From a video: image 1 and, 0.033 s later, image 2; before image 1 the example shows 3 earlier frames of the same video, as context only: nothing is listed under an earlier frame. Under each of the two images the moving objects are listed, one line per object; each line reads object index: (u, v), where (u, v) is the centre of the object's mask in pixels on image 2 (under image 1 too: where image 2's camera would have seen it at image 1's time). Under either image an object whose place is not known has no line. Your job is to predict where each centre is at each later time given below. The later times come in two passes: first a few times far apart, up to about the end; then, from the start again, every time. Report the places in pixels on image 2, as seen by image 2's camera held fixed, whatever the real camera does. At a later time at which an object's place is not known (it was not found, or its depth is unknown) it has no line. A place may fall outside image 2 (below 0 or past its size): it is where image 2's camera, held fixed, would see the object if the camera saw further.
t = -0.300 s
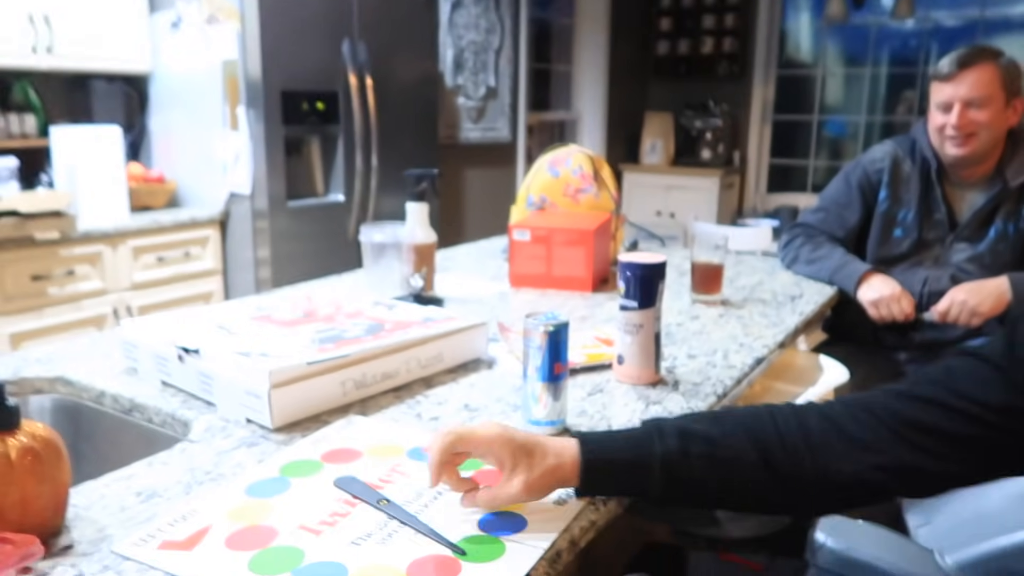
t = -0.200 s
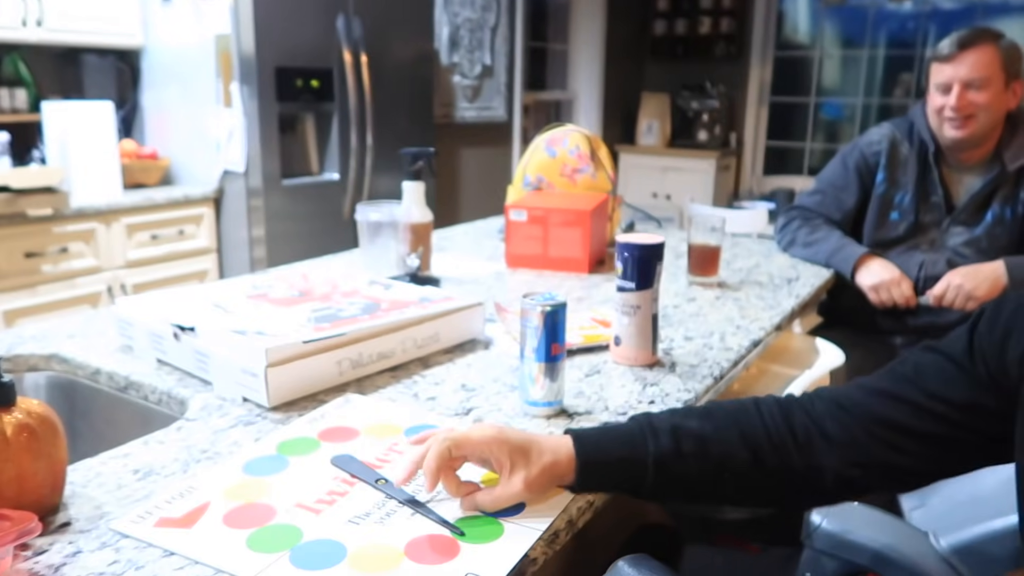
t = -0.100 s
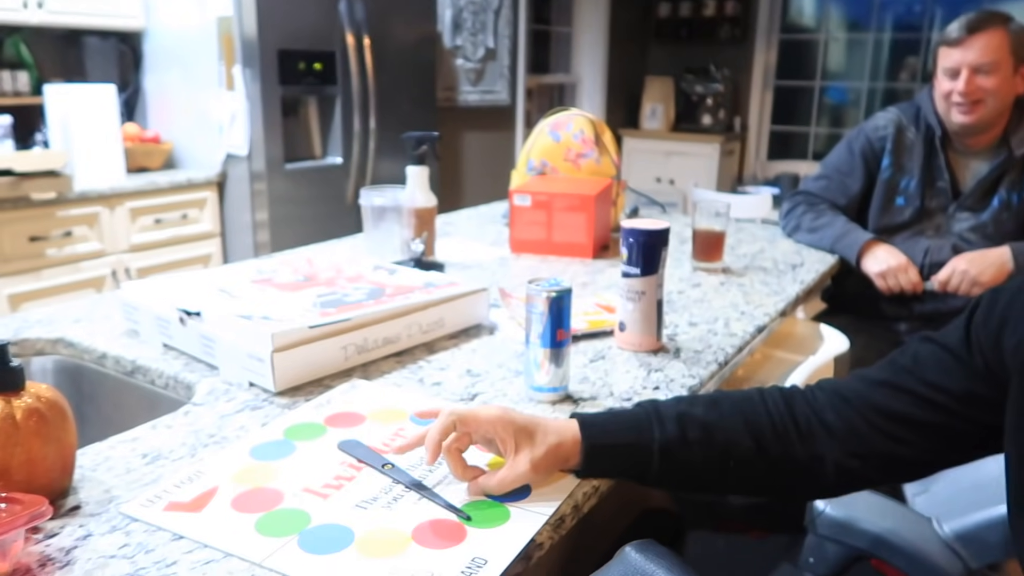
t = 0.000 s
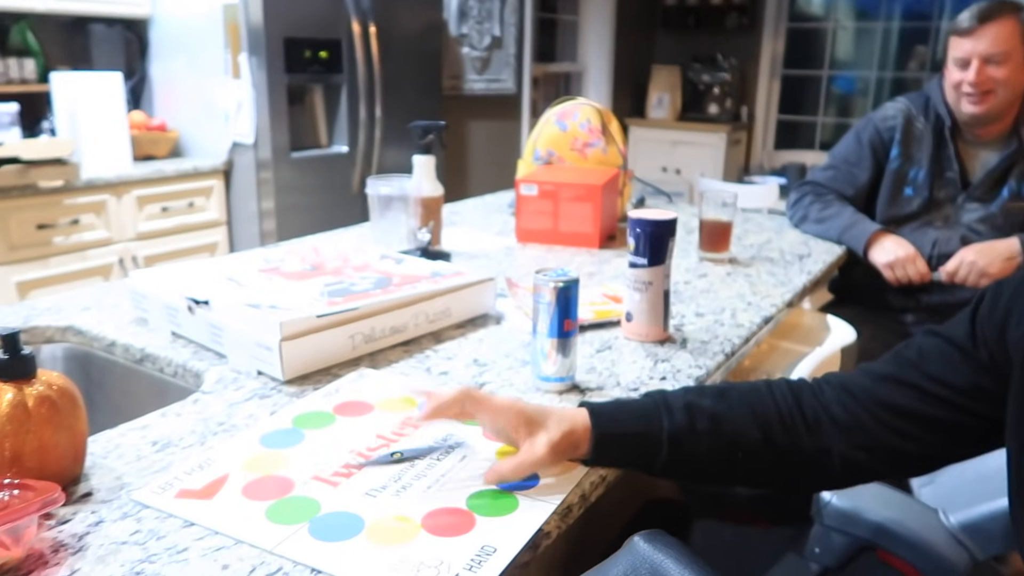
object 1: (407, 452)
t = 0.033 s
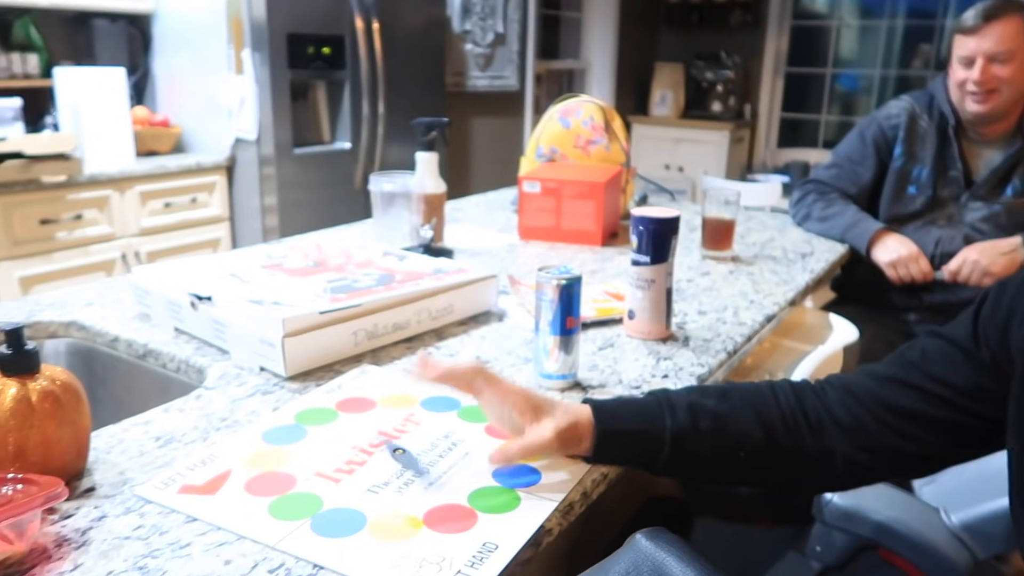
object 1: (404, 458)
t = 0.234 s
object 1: (389, 459)
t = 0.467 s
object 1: (396, 452)
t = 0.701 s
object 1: (397, 450)
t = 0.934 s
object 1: (393, 452)
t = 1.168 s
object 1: (390, 460)
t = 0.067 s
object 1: (392, 458)
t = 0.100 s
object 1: (392, 452)
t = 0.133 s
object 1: (402, 451)
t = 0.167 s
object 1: (408, 454)
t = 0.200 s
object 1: (403, 458)
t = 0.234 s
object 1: (389, 459)
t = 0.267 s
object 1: (392, 453)
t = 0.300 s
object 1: (400, 451)
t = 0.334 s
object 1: (413, 451)
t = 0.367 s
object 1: (409, 458)
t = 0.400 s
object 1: (393, 463)
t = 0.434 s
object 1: (389, 455)
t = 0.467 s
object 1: (396, 452)
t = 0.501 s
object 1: (403, 449)
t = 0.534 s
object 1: (413, 452)
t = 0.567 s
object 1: (413, 459)
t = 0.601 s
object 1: (397, 463)
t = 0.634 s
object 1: (390, 457)
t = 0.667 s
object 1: (394, 453)
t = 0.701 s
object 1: (397, 450)
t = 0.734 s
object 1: (406, 448)
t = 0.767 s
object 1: (420, 452)
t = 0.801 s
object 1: (418, 462)
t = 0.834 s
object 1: (400, 467)
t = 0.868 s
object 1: (392, 458)
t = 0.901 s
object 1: (392, 454)
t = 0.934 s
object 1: (393, 452)
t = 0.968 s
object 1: (398, 452)
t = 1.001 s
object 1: (403, 450)
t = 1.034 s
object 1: (409, 453)
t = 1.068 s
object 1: (411, 456)
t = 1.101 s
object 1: (410, 464)
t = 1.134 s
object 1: (396, 466)
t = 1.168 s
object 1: (390, 460)
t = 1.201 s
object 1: (398, 454)
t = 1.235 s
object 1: (390, 453)
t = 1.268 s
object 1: (394, 449)
